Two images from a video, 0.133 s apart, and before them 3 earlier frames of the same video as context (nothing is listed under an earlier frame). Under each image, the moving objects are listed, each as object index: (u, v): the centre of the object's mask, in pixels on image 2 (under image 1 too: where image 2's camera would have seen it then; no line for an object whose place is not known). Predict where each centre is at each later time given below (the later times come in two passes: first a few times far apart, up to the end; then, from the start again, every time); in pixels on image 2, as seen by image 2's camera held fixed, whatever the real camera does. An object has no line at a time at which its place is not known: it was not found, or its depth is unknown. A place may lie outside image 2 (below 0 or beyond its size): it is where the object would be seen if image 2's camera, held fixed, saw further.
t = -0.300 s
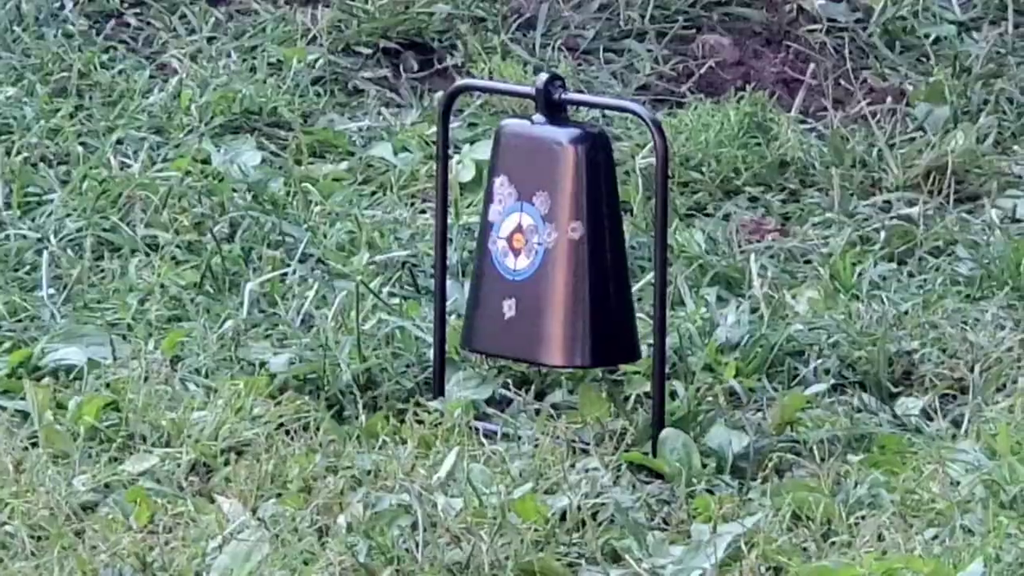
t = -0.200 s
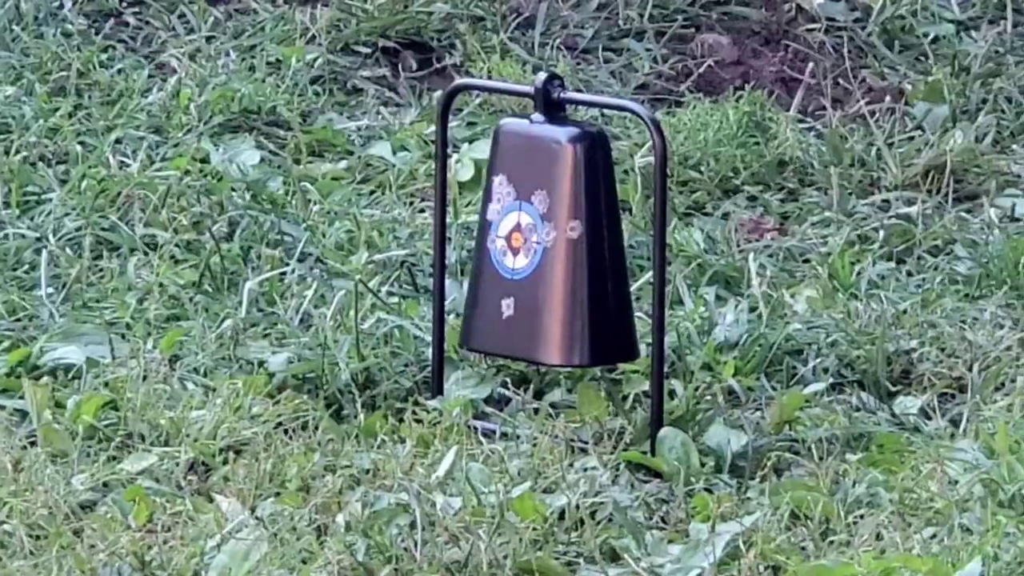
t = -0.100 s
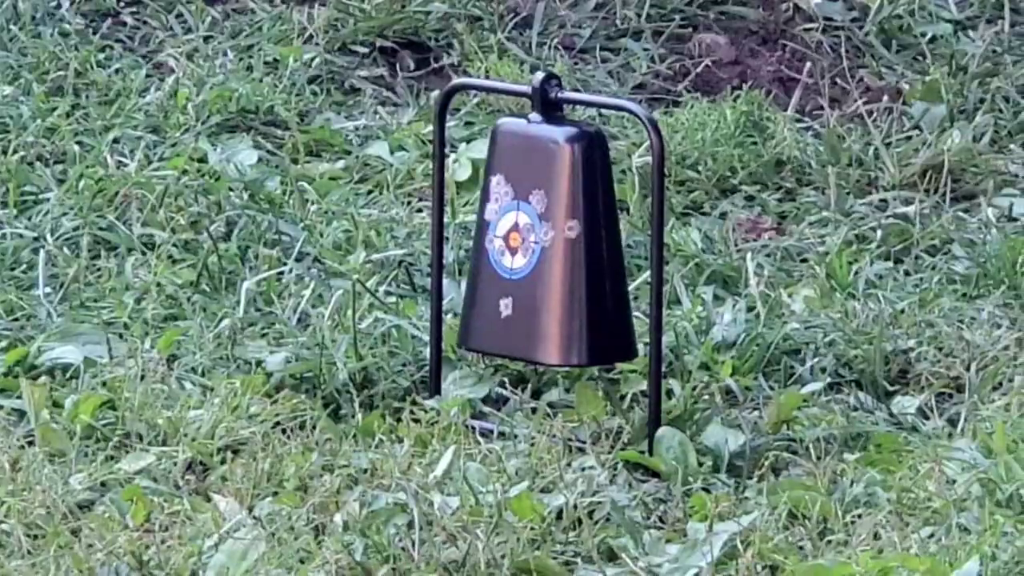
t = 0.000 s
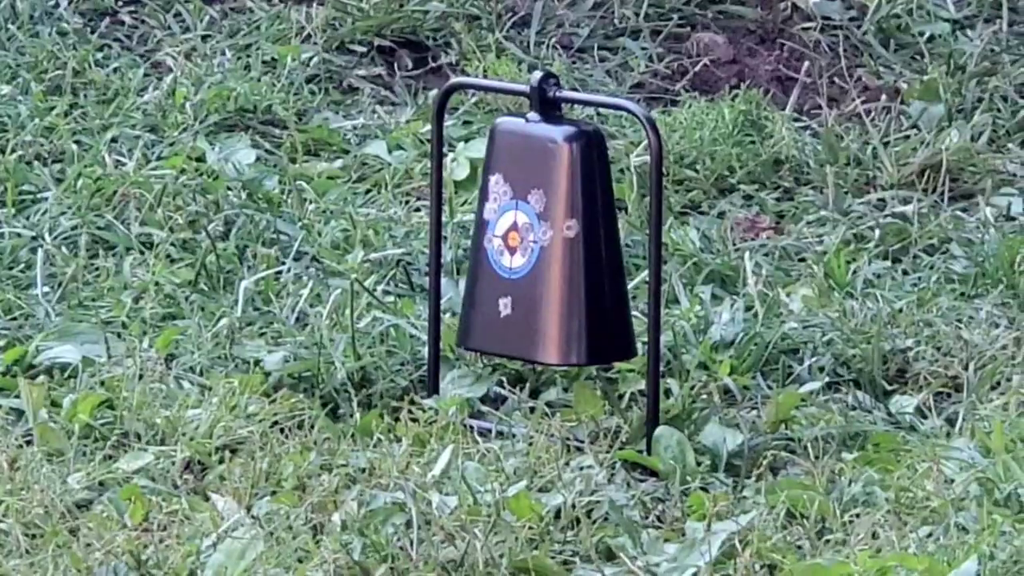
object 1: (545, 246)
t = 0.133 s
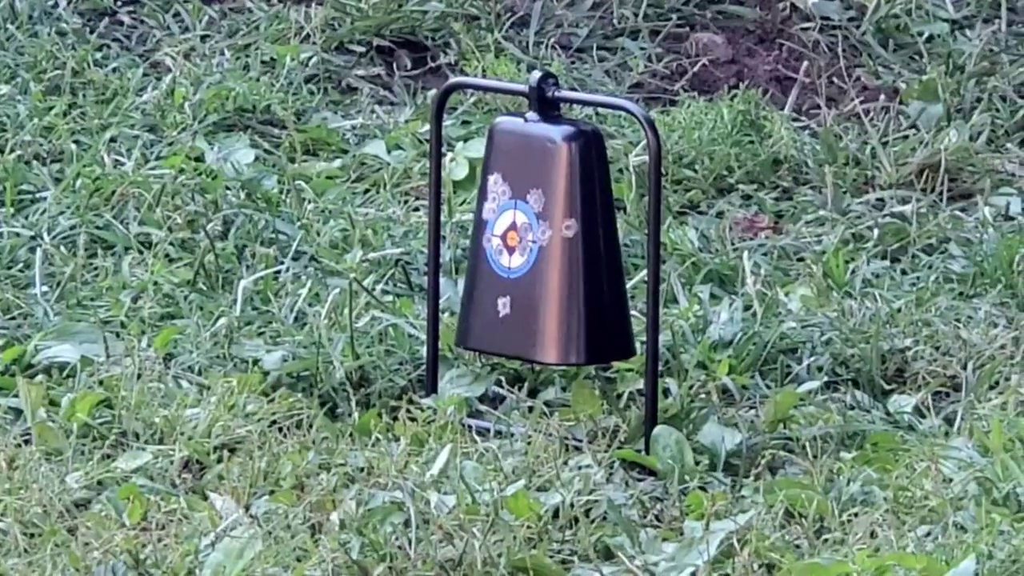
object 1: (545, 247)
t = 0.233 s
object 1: (552, 246)
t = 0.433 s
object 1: (553, 246)
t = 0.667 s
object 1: (534, 246)
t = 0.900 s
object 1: (549, 247)
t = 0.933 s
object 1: (551, 246)
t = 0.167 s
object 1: (545, 246)
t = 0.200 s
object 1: (549, 246)
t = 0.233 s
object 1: (552, 246)
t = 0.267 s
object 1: (555, 246)
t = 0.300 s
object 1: (556, 245)
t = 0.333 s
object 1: (557, 245)
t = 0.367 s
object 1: (557, 245)
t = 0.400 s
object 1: (556, 246)
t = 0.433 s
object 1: (553, 246)
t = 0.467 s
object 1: (550, 246)
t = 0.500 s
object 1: (547, 246)
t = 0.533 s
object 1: (543, 246)
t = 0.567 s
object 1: (539, 246)
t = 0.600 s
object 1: (537, 246)
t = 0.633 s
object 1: (535, 246)
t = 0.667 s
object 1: (534, 246)
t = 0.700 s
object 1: (534, 246)
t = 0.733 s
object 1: (536, 246)
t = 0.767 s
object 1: (538, 246)
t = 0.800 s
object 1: (540, 246)
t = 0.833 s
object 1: (544, 246)
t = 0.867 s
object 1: (546, 247)
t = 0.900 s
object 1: (549, 247)
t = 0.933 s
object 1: (551, 246)
